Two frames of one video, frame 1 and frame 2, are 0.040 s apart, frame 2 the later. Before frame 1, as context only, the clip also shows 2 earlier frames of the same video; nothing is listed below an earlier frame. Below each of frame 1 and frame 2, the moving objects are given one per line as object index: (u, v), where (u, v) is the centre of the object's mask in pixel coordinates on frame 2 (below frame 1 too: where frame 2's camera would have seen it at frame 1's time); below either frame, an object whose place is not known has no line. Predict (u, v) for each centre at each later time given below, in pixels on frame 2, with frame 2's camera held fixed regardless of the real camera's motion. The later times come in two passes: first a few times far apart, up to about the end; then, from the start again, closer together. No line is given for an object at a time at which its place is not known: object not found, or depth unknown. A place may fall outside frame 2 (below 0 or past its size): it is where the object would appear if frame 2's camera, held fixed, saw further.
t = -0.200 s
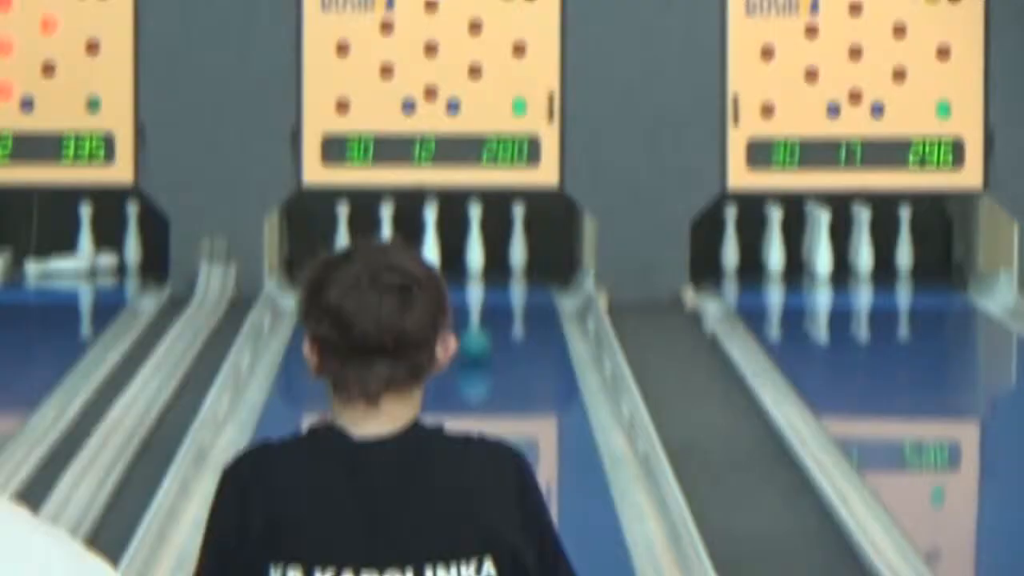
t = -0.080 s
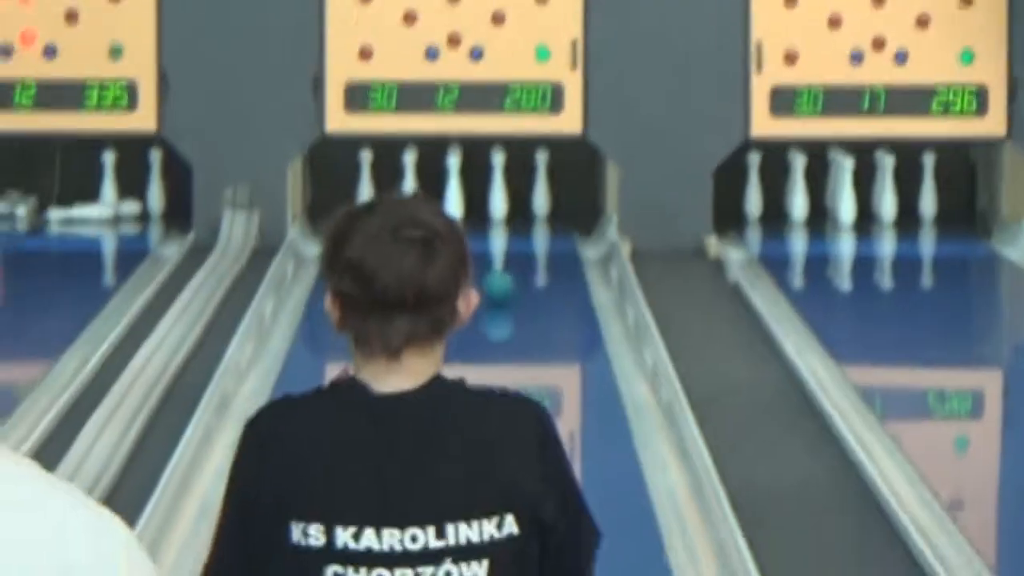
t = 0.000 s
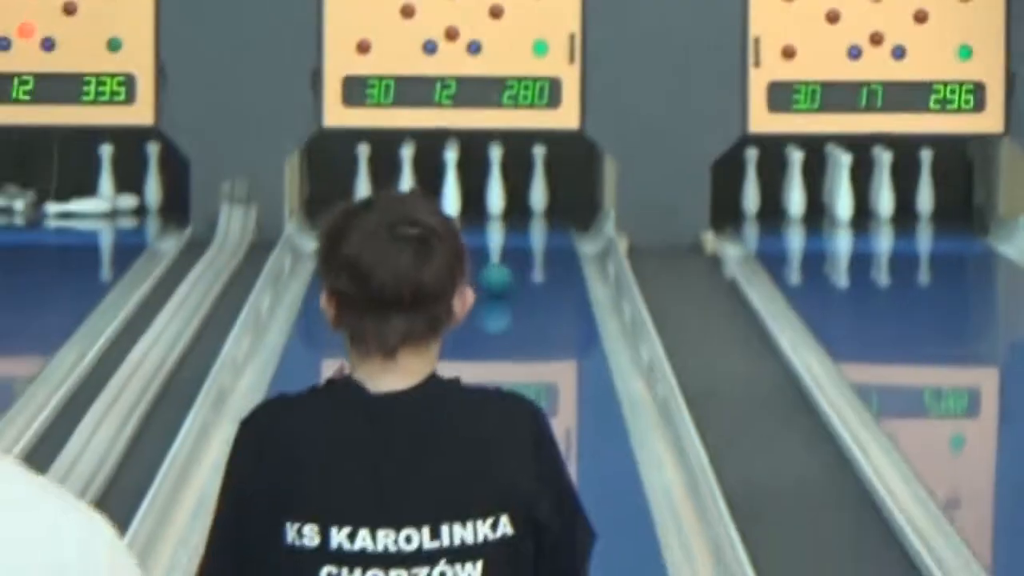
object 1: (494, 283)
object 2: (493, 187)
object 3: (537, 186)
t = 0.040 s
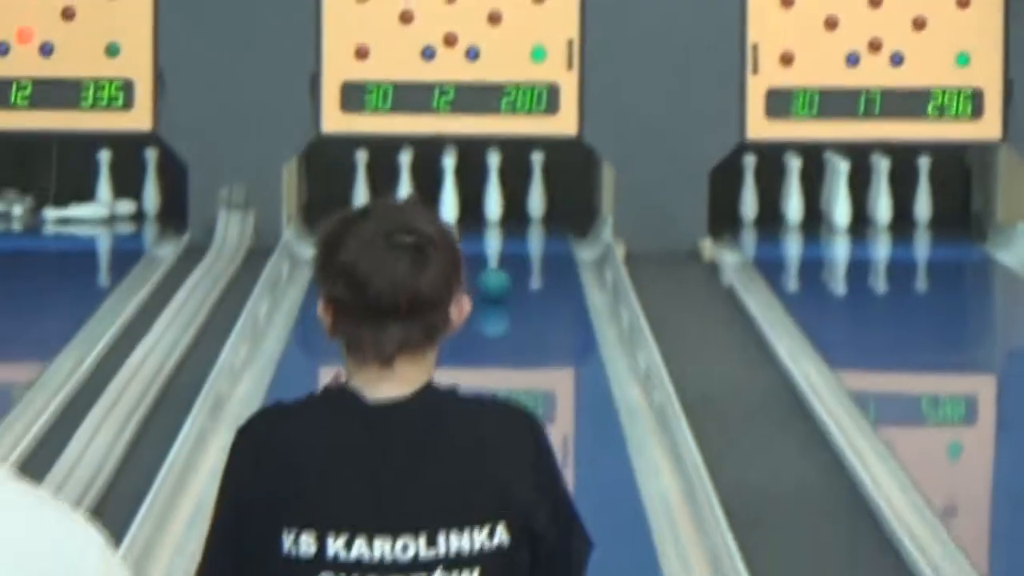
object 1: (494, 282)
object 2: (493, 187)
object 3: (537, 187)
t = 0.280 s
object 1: (494, 268)
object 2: (492, 186)
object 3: (535, 187)
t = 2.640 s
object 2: (479, 200)
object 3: (554, 209)
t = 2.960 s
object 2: (477, 206)
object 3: (554, 211)
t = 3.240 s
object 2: (476, 207)
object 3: (552, 210)
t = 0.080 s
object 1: (494, 279)
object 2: (493, 187)
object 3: (536, 187)
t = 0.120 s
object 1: (494, 277)
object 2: (493, 187)
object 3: (536, 187)
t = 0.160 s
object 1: (494, 275)
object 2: (493, 187)
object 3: (536, 187)
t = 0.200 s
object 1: (495, 272)
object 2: (492, 187)
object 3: (536, 187)
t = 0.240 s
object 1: (494, 271)
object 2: (492, 187)
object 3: (535, 187)
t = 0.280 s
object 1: (494, 268)
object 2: (492, 186)
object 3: (535, 187)
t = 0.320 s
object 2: (492, 187)
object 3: (535, 187)
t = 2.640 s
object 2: (479, 200)
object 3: (554, 209)
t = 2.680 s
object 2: (478, 202)
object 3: (554, 208)
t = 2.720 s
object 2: (478, 204)
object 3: (555, 208)
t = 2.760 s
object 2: (477, 205)
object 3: (555, 210)
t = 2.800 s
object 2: (477, 205)
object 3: (555, 211)
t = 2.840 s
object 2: (477, 206)
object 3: (555, 211)
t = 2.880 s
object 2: (477, 206)
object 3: (554, 211)
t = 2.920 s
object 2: (477, 206)
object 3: (554, 211)
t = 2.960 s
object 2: (477, 206)
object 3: (554, 211)
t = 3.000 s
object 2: (477, 206)
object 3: (554, 210)
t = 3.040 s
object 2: (477, 206)
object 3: (553, 210)
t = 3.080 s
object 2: (476, 206)
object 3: (553, 210)
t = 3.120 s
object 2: (476, 206)
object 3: (553, 211)
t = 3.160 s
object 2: (476, 207)
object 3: (553, 211)
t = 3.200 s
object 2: (476, 206)
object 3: (552, 210)
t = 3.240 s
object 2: (476, 207)
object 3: (552, 210)
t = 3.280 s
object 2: (478, 208)
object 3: (552, 210)
